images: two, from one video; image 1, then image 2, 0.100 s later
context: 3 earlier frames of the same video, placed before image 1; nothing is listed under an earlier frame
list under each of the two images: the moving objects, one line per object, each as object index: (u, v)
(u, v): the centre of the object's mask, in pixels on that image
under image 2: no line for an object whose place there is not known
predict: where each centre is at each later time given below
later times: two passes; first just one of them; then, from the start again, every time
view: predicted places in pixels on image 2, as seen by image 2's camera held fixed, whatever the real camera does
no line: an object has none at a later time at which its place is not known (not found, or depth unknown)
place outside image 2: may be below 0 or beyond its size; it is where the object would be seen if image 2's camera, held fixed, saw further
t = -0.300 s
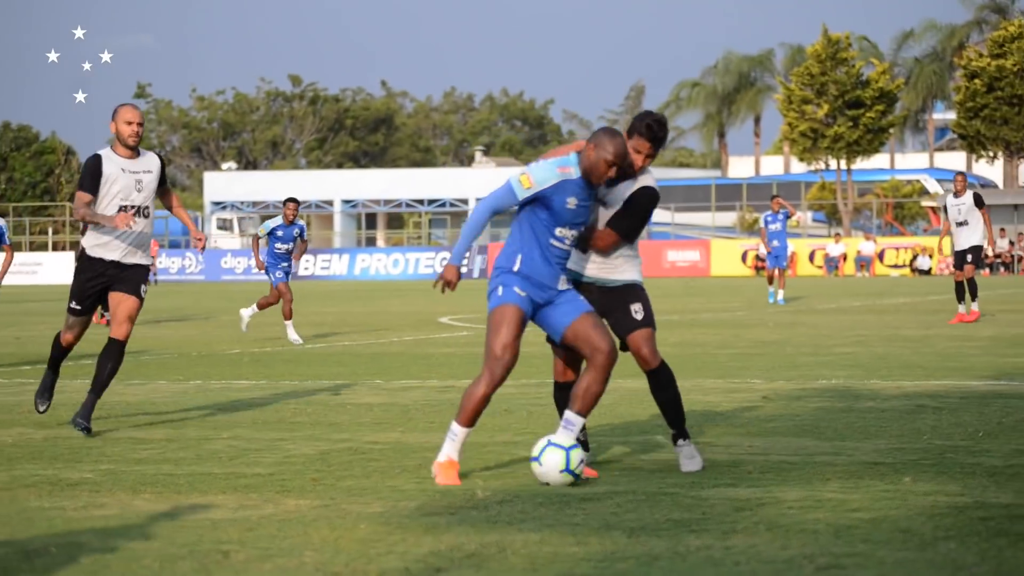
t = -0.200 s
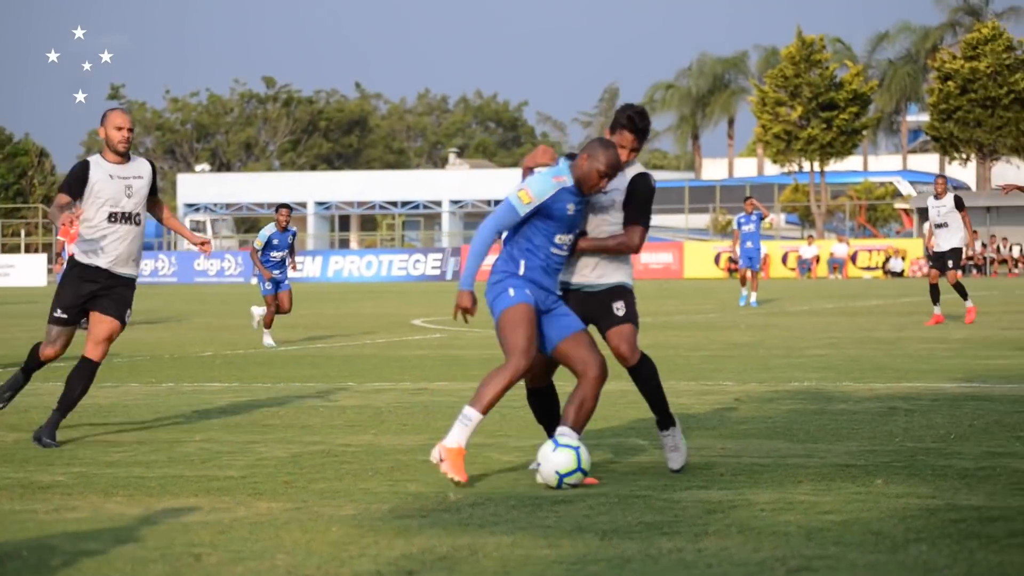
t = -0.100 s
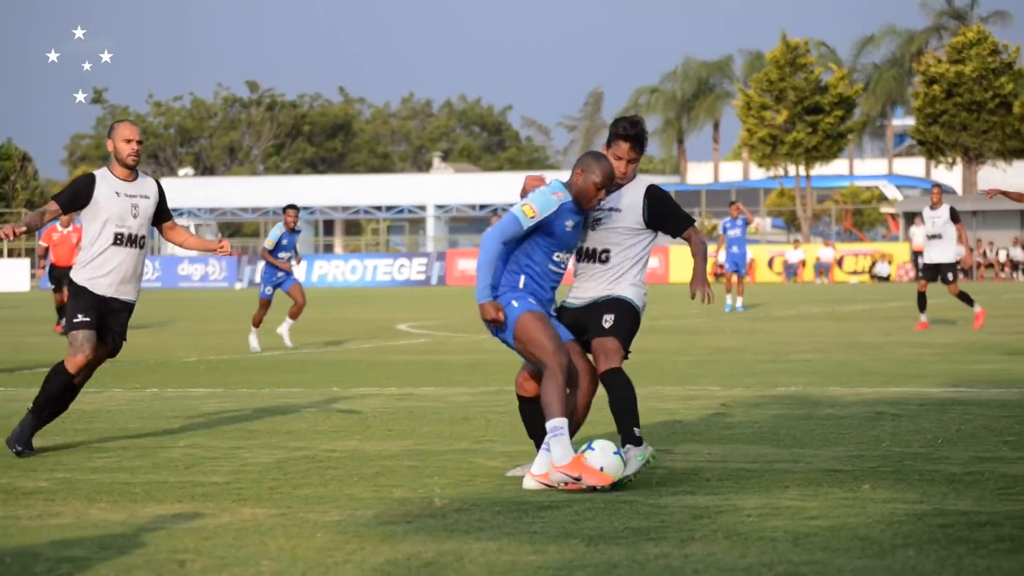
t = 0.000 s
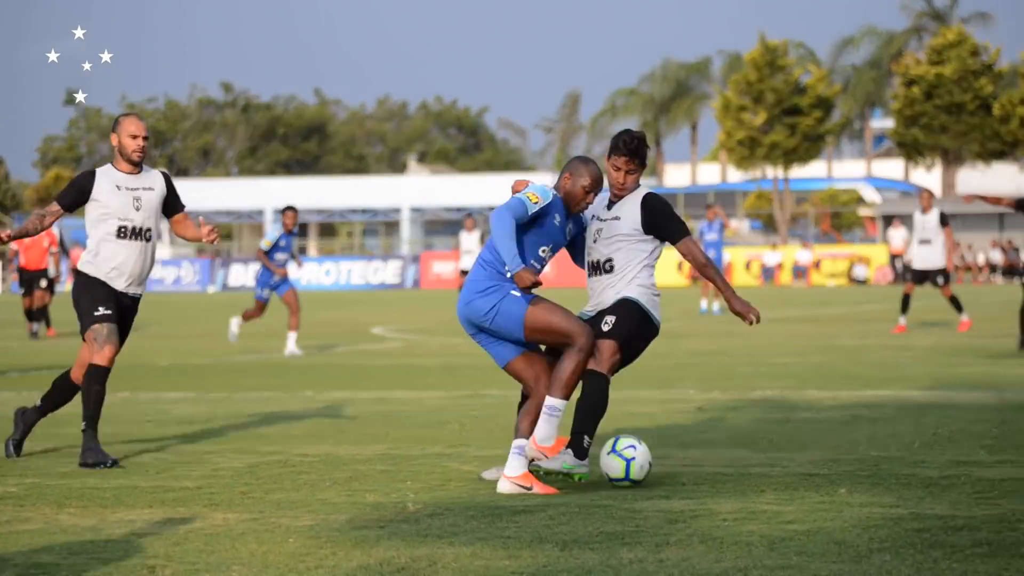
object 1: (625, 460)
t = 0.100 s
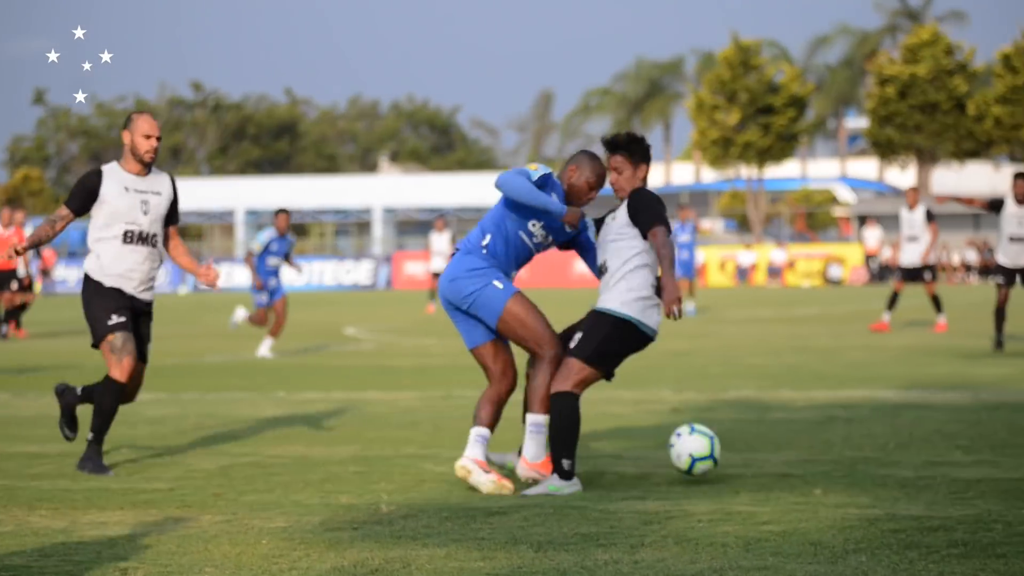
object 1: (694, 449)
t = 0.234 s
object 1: (808, 451)
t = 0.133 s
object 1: (724, 450)
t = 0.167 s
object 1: (755, 453)
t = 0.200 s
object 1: (785, 457)
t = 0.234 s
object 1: (808, 451)
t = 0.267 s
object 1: (832, 446)
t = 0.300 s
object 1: (855, 444)
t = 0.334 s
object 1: (876, 444)
